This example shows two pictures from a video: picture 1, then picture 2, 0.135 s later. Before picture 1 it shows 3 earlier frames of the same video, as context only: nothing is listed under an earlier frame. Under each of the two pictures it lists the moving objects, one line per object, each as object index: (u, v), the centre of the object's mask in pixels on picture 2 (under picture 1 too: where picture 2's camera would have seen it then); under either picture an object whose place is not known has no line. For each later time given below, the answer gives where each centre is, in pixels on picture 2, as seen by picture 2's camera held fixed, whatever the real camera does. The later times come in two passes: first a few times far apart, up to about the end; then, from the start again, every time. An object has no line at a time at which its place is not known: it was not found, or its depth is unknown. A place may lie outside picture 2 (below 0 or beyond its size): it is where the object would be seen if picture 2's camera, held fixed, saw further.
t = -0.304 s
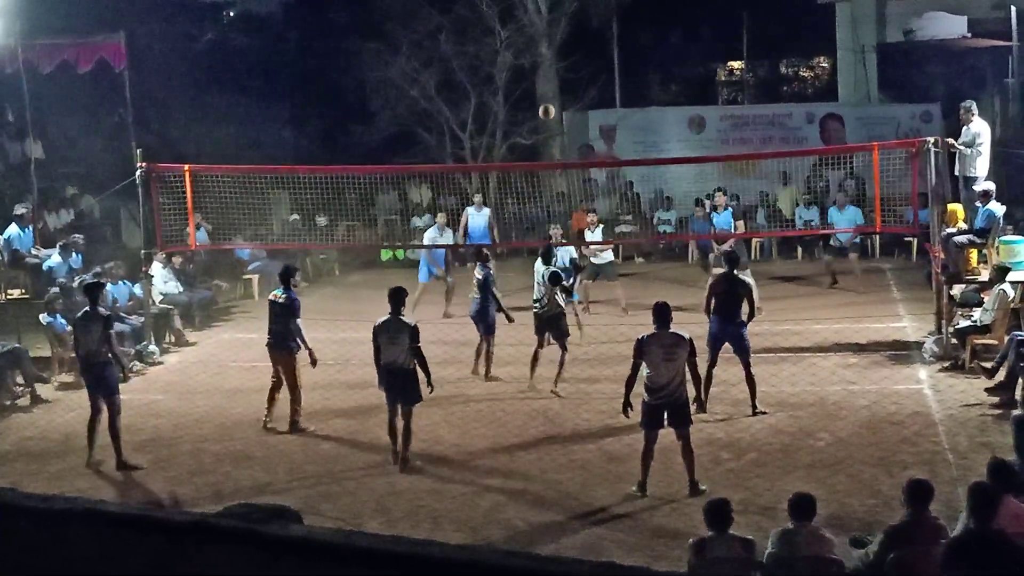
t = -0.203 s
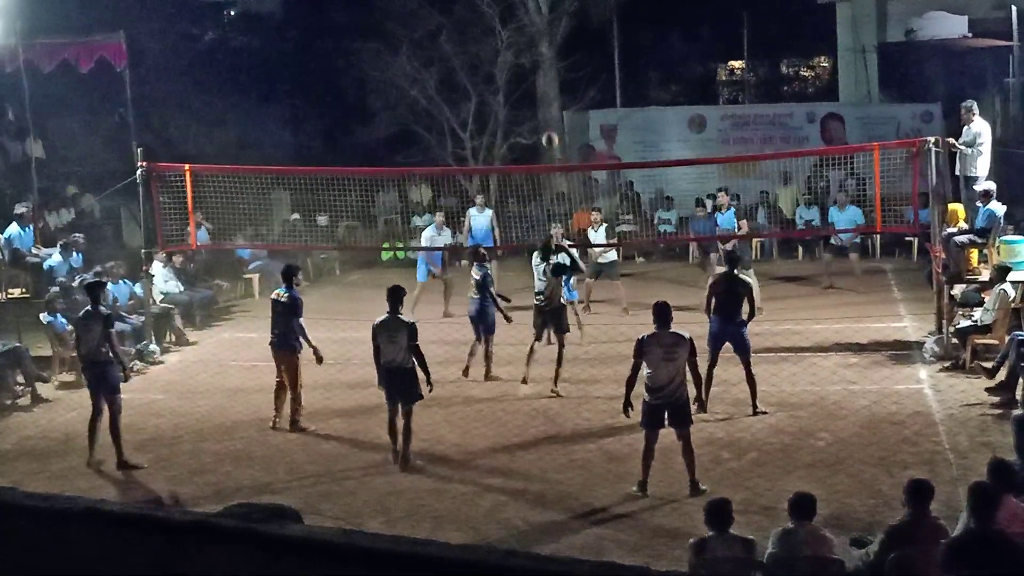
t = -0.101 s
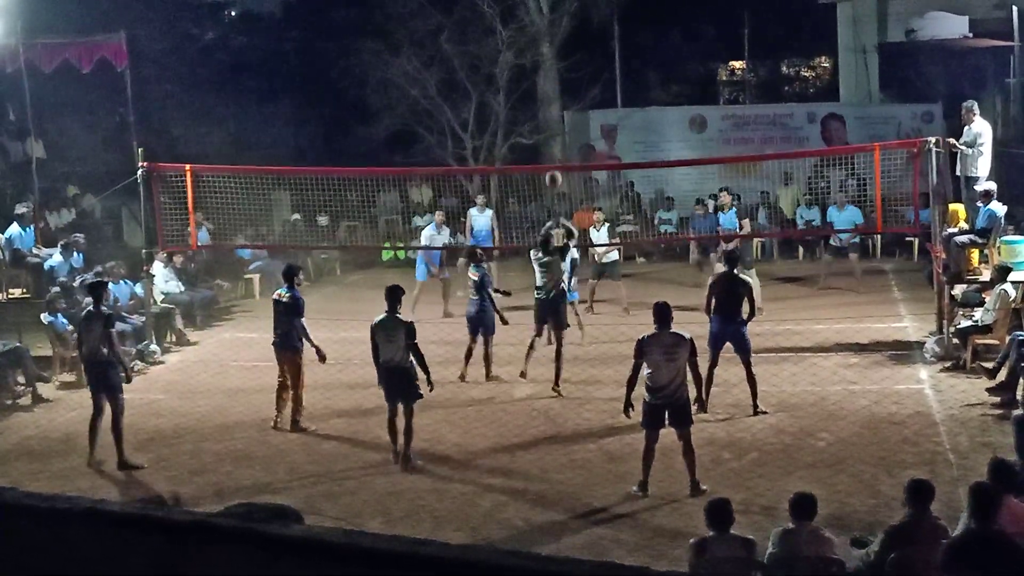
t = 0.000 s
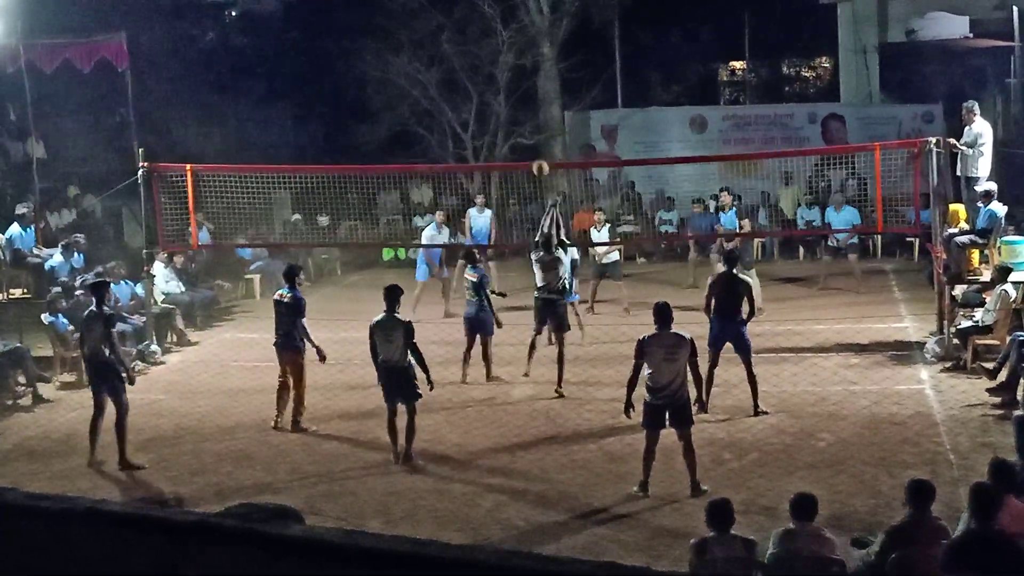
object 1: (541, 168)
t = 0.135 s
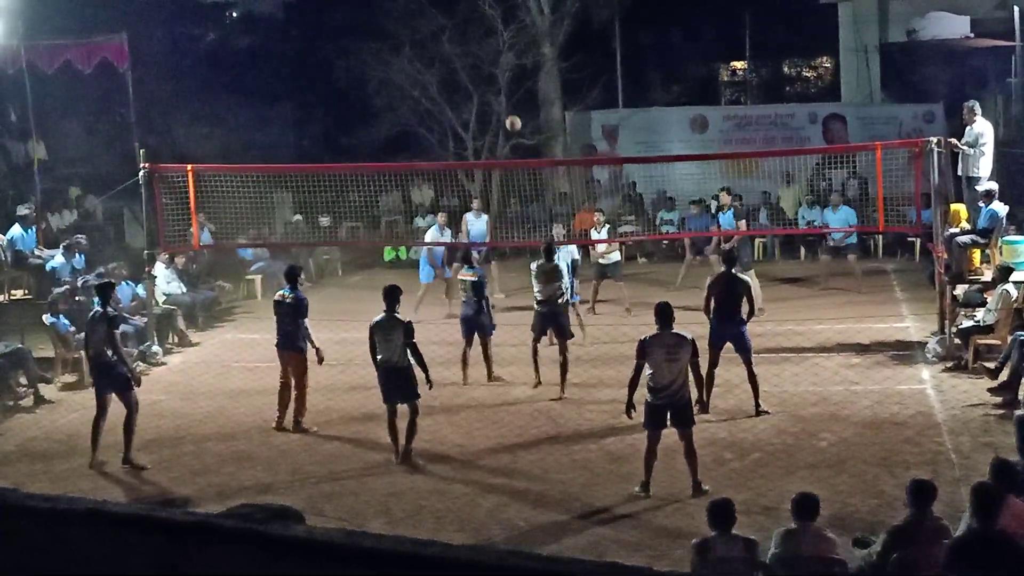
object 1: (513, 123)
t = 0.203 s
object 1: (500, 109)
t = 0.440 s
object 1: (460, 91)
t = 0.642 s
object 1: (433, 110)
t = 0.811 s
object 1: (415, 147)
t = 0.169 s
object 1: (507, 115)
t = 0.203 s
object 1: (500, 109)
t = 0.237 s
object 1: (494, 103)
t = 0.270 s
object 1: (488, 99)
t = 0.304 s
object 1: (482, 95)
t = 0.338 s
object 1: (477, 93)
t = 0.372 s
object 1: (472, 91)
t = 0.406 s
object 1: (466, 90)
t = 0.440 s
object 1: (460, 91)
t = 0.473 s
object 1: (456, 92)
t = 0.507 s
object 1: (451, 94)
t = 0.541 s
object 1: (447, 97)
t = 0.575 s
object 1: (442, 101)
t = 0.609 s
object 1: (438, 105)
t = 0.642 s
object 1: (433, 110)
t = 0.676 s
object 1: (429, 117)
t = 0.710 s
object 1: (425, 123)
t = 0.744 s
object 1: (422, 131)
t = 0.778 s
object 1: (418, 139)
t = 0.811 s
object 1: (415, 147)
